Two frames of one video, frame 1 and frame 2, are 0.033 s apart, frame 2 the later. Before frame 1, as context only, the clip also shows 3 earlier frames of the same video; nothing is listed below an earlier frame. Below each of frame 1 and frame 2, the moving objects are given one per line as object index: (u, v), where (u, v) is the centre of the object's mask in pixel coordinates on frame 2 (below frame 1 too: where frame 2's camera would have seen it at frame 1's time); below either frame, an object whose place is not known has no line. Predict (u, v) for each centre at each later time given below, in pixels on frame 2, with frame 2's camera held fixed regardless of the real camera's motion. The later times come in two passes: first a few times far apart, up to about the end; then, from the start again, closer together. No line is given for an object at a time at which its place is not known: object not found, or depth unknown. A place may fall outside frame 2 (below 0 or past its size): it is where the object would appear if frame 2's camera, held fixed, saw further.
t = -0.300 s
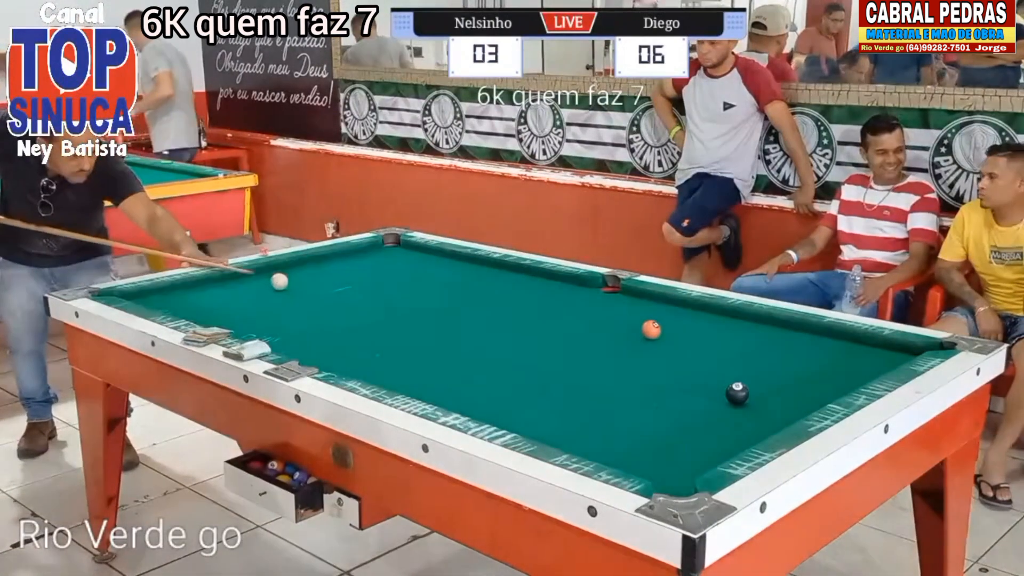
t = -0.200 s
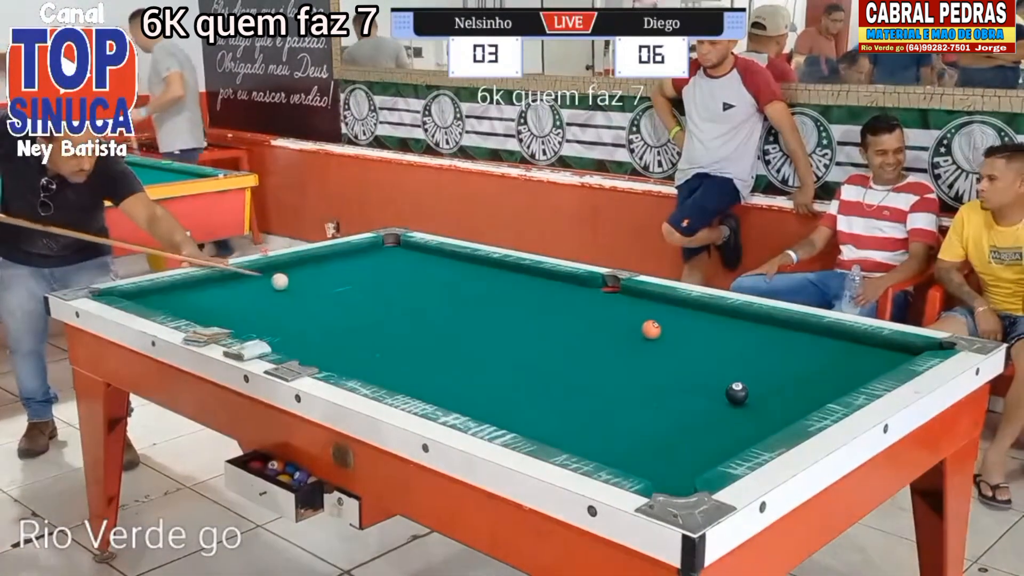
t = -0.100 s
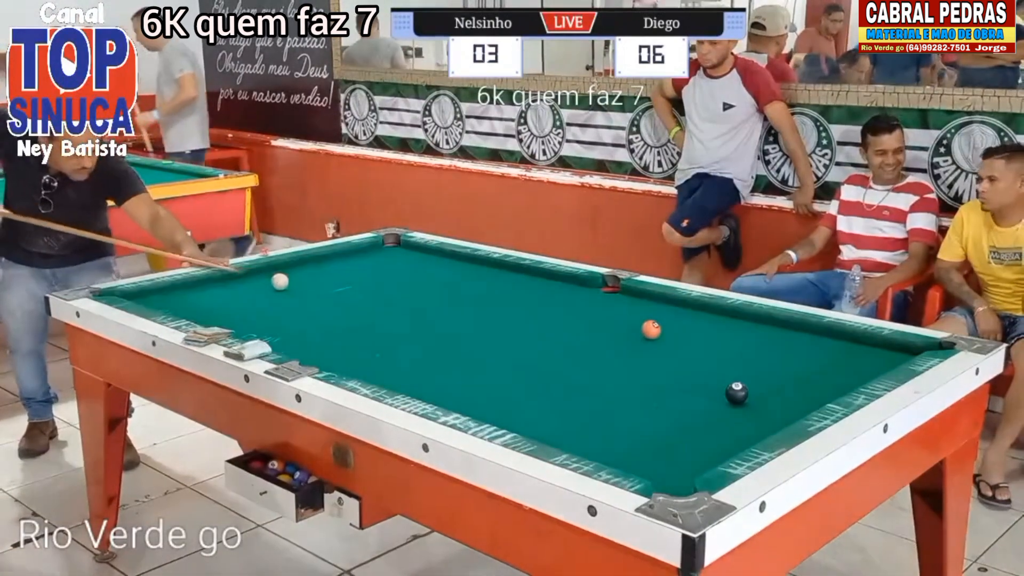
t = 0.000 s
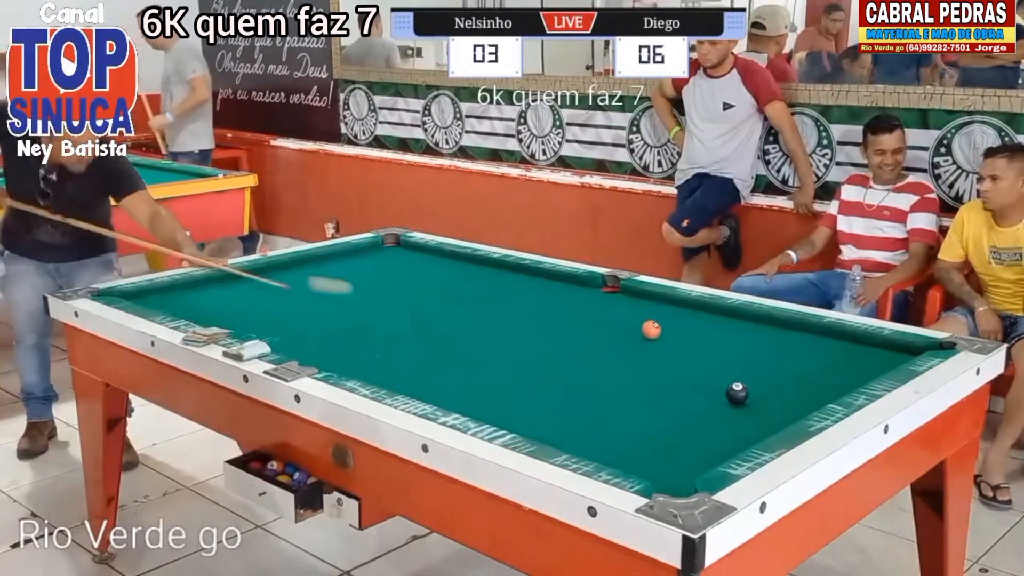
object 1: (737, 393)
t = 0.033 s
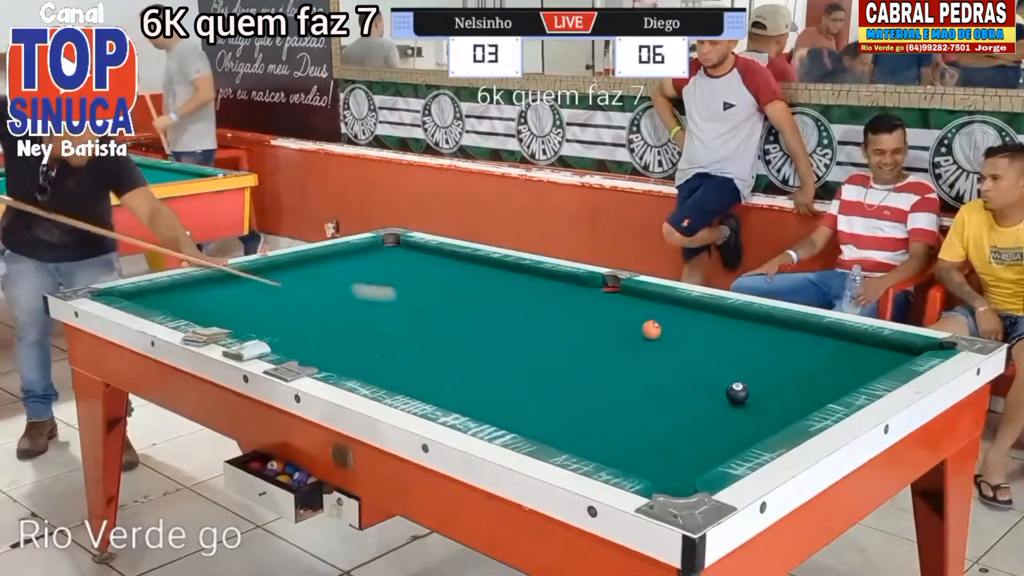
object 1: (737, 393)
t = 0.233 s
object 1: (737, 393)
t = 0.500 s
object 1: (737, 393)
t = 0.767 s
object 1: (737, 393)
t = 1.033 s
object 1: (737, 393)
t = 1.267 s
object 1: (737, 393)
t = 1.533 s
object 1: (737, 393)
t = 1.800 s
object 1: (737, 393)
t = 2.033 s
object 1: (728, 390)
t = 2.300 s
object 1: (717, 385)
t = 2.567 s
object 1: (712, 383)
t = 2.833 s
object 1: (709, 383)
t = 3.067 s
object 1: (709, 384)
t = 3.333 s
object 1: (709, 384)
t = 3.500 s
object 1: (709, 384)
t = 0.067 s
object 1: (737, 393)
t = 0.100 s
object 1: (737, 393)
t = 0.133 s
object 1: (737, 393)
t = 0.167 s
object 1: (737, 393)
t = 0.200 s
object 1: (737, 393)
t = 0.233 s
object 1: (737, 393)
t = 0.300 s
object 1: (737, 393)
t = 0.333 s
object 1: (737, 393)
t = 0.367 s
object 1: (737, 393)
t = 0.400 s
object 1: (737, 393)
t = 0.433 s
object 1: (737, 393)
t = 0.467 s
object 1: (737, 393)
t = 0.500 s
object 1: (737, 393)
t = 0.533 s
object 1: (737, 393)
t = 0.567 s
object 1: (737, 393)
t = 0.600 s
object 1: (737, 393)
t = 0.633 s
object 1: (737, 393)
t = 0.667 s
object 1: (737, 393)
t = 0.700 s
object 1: (737, 393)
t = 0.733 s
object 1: (737, 393)
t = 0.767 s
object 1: (737, 393)
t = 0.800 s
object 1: (737, 393)
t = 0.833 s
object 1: (737, 393)
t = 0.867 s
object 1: (737, 393)
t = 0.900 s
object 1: (737, 393)
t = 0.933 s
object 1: (737, 393)
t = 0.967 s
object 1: (737, 393)
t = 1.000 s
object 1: (737, 393)
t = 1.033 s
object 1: (737, 393)
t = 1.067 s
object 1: (737, 393)
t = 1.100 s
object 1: (737, 393)
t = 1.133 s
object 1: (737, 393)
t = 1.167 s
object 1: (737, 393)
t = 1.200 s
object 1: (737, 393)
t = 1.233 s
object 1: (737, 393)
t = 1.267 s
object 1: (737, 393)
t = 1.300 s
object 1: (737, 393)
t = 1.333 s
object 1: (737, 393)
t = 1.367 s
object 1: (737, 393)
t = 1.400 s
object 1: (737, 393)
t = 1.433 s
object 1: (737, 393)
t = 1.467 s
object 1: (737, 393)
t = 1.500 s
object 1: (737, 393)
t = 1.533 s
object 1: (737, 393)
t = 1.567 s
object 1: (737, 393)
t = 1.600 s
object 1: (737, 393)
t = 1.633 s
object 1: (737, 393)
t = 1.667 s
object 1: (737, 393)
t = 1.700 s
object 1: (737, 393)
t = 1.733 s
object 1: (737, 393)
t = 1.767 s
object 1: (737, 393)
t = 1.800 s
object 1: (737, 393)
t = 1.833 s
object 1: (737, 393)
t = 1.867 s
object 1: (737, 393)
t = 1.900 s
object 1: (735, 393)
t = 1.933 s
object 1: (734, 392)
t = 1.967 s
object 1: (731, 391)
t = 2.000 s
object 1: (729, 390)
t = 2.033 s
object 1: (728, 390)
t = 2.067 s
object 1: (726, 389)
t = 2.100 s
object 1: (725, 388)
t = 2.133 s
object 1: (723, 387)
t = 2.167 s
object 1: (722, 387)
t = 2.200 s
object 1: (721, 386)
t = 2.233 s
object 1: (720, 386)
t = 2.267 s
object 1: (719, 385)
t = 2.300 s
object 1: (717, 385)
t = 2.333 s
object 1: (717, 384)
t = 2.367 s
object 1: (717, 384)
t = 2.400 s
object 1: (716, 384)
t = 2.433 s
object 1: (715, 384)
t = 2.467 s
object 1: (715, 383)
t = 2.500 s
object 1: (714, 383)
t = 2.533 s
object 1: (713, 383)
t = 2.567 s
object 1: (712, 383)
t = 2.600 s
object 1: (712, 383)
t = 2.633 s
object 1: (711, 383)
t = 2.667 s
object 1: (711, 383)
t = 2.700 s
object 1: (710, 383)
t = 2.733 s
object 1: (710, 383)
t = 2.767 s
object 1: (710, 383)
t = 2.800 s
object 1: (709, 383)
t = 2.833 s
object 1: (709, 383)
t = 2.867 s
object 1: (709, 383)
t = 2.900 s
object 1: (709, 383)
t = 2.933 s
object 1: (709, 383)
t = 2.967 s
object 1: (709, 383)
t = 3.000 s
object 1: (709, 383)
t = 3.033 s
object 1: (709, 384)
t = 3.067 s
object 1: (709, 384)
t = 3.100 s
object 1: (709, 384)
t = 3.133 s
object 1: (709, 384)
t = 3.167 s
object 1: (709, 384)
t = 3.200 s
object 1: (709, 384)
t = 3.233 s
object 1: (709, 384)
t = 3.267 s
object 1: (709, 384)
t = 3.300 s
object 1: (709, 384)
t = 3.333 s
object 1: (709, 384)
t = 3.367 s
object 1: (709, 384)
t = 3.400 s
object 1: (709, 384)
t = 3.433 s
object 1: (709, 384)
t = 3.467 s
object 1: (709, 384)
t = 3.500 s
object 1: (709, 384)
